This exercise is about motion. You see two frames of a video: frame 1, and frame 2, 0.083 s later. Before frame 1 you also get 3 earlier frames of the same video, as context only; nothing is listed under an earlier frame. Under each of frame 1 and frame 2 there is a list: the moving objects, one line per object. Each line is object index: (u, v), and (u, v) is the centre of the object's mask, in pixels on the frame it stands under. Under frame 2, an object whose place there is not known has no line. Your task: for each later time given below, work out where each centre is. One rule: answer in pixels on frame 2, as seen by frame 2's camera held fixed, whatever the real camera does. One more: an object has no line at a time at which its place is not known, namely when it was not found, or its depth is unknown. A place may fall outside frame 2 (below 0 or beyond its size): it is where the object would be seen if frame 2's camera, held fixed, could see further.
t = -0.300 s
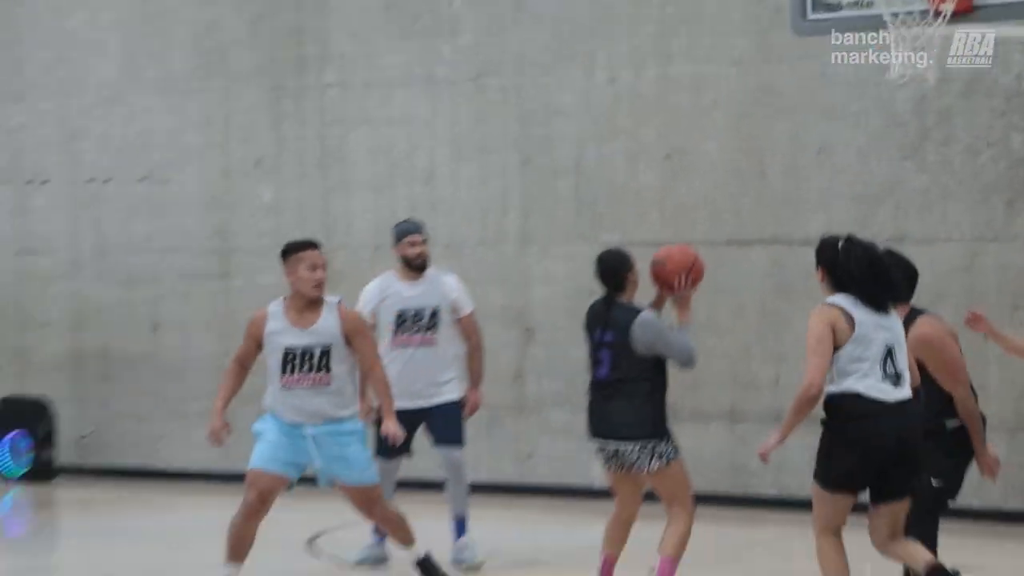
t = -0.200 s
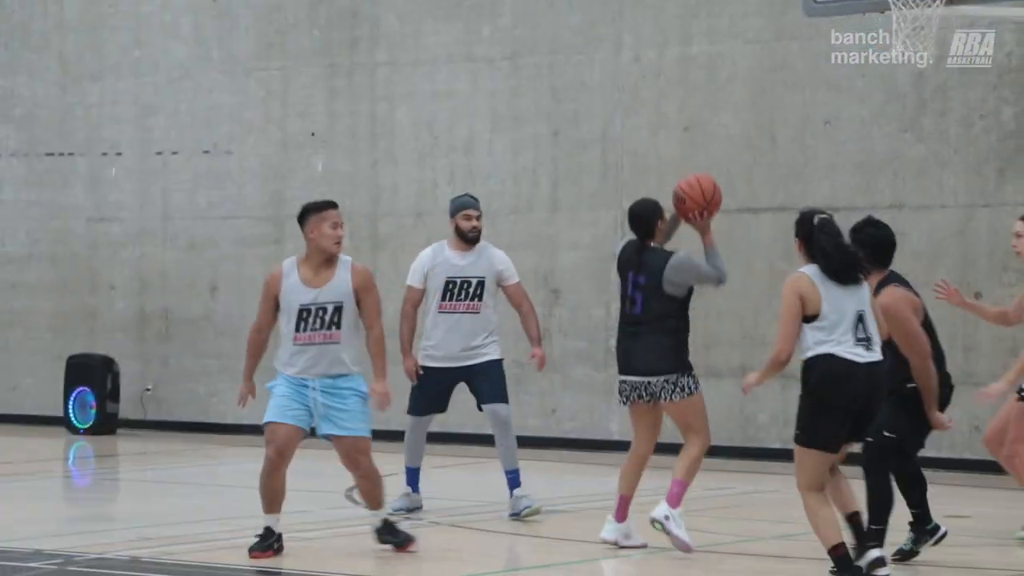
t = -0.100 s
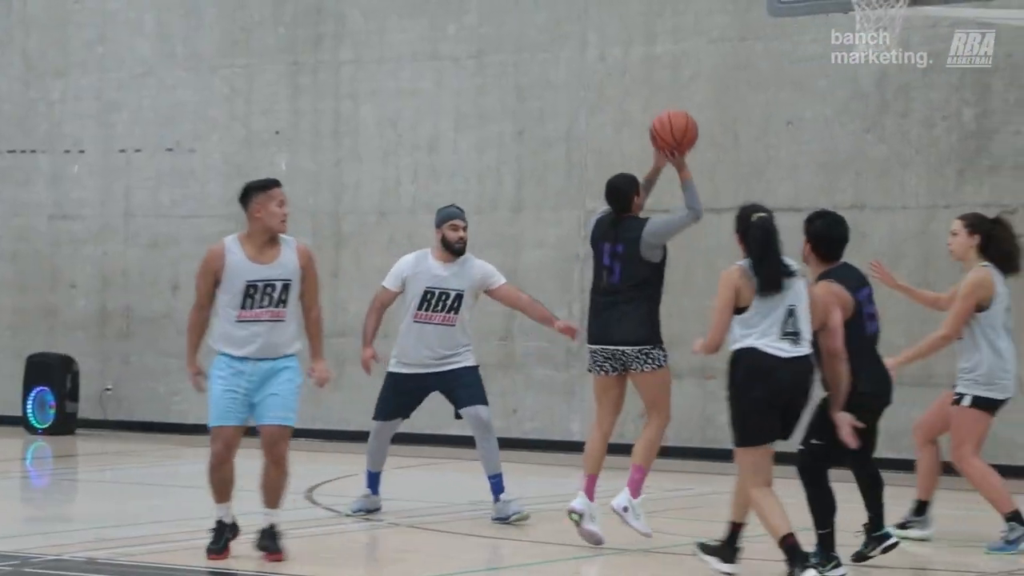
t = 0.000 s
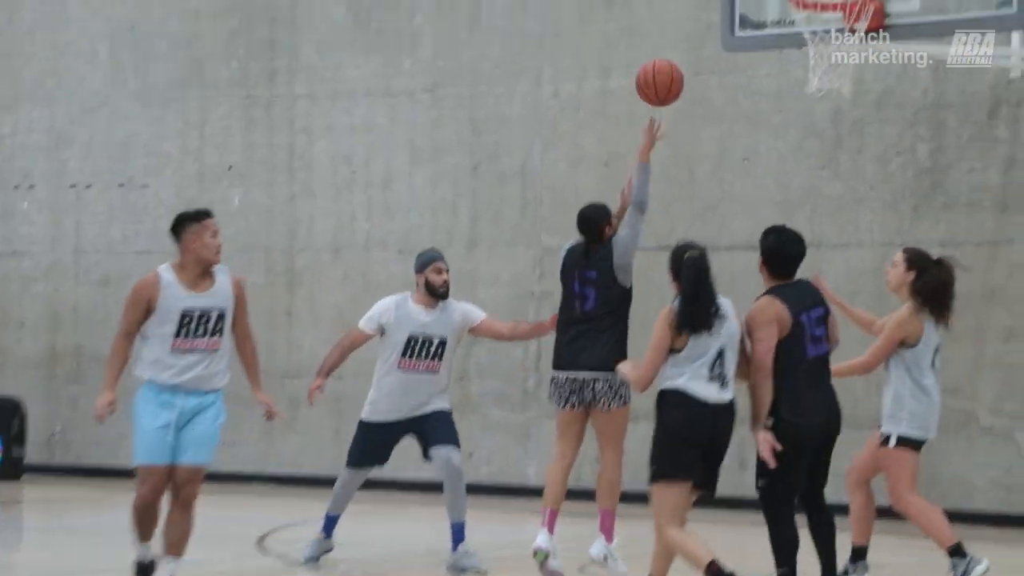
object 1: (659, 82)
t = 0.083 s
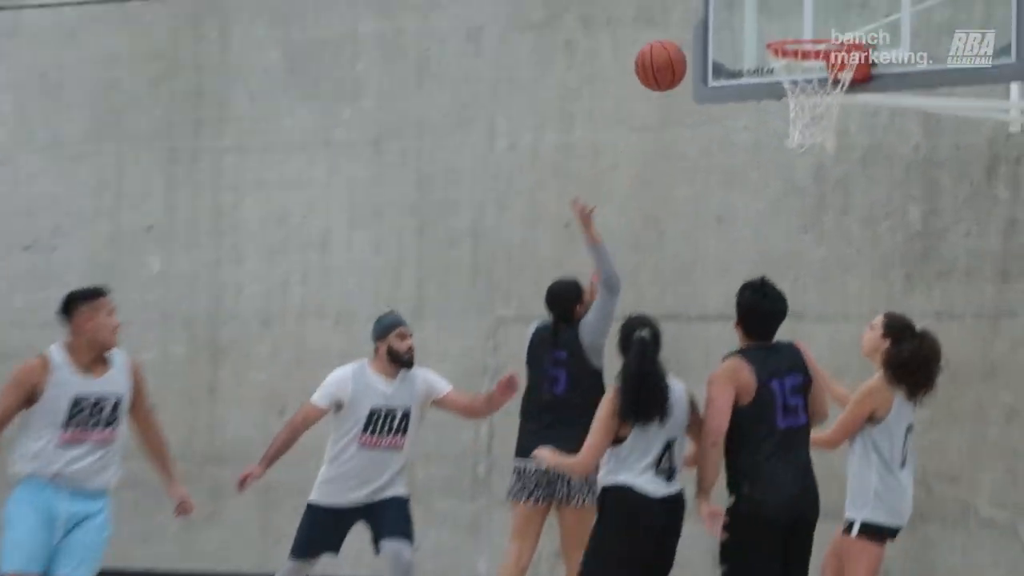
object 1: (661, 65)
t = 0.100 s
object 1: (667, 54)
